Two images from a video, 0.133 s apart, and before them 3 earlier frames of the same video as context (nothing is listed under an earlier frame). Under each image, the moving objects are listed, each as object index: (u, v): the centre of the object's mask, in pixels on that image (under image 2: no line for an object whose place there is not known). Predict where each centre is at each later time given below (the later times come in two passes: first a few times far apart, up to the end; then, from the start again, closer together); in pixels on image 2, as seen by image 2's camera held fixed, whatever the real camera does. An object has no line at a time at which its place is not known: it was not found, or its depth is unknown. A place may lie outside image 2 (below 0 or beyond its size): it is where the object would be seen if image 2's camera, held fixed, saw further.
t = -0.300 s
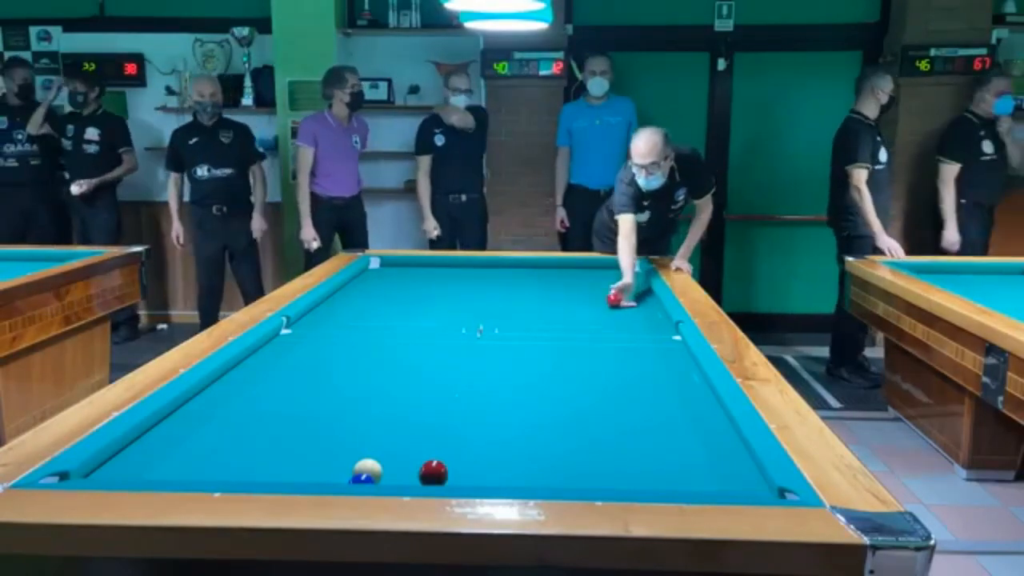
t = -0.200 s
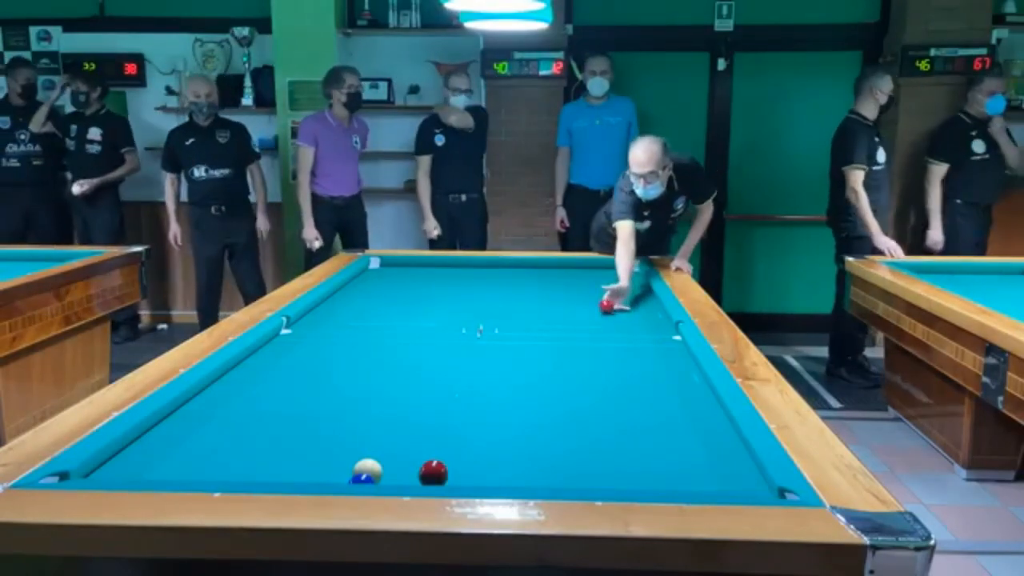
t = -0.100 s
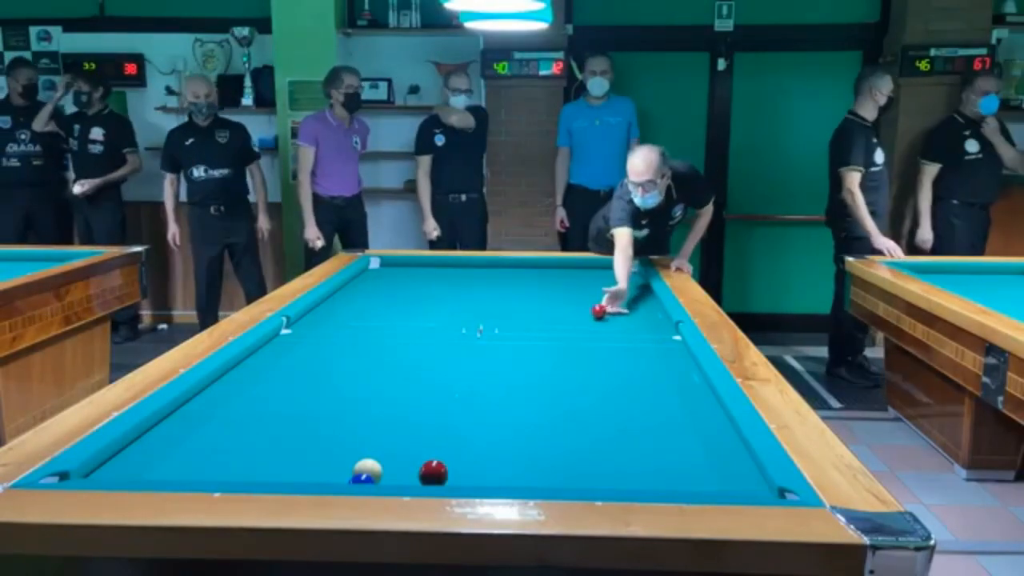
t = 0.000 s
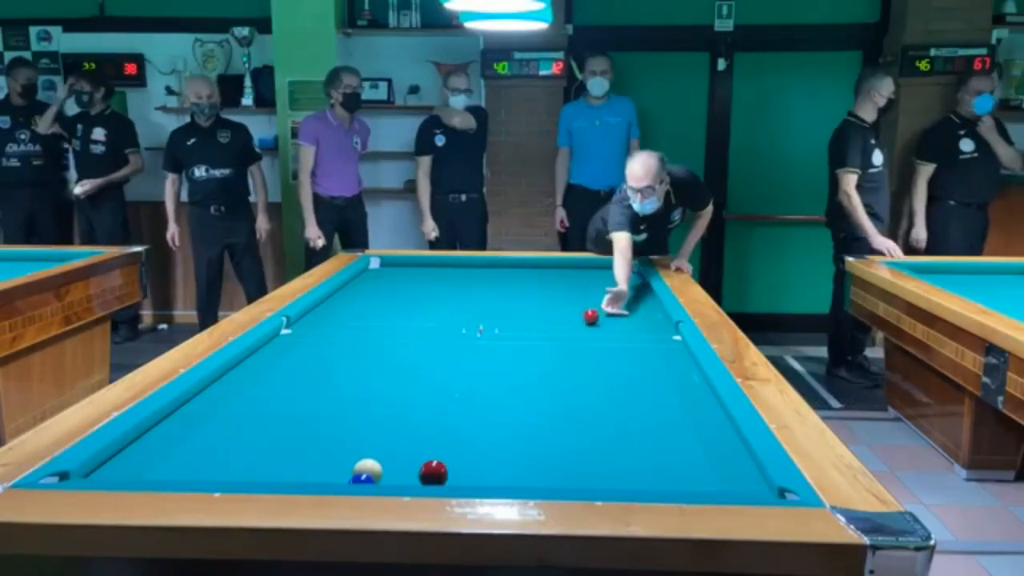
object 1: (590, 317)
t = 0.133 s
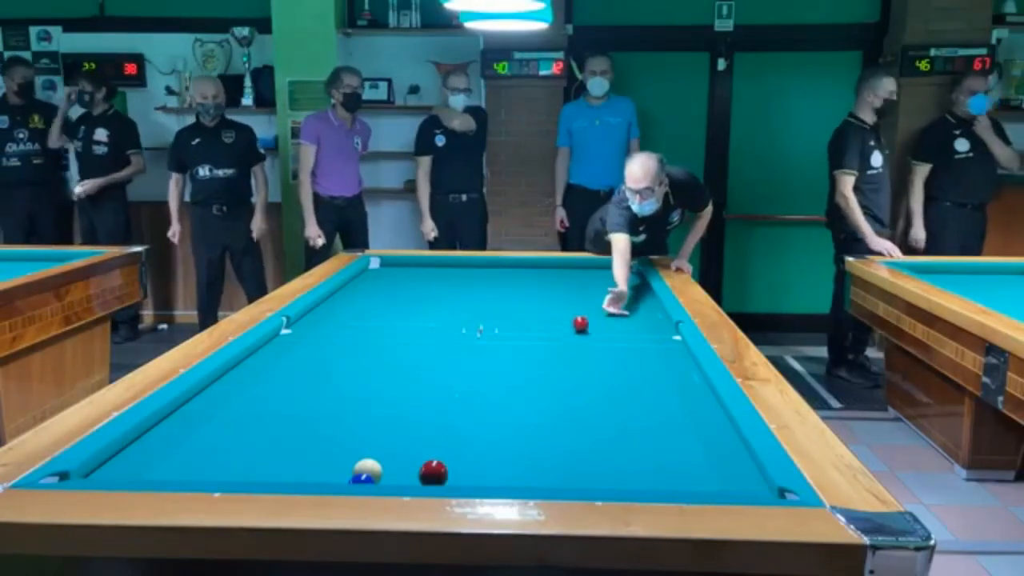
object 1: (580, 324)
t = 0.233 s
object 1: (571, 330)
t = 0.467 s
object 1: (550, 345)
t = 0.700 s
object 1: (525, 362)
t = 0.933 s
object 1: (496, 383)
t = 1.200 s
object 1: (457, 410)
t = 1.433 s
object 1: (416, 438)
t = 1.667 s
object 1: (381, 461)
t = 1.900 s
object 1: (386, 456)
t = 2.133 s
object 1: (389, 451)
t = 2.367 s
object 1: (392, 448)
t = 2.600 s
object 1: (395, 446)
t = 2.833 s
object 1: (397, 443)
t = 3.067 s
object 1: (399, 441)
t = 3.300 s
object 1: (401, 440)
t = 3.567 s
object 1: (403, 438)
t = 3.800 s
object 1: (394, 441)
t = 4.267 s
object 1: (403, 431)
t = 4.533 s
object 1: (397, 432)
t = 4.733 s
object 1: (399, 431)
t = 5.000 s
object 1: (397, 431)
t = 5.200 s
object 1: (398, 434)
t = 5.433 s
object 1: (397, 435)
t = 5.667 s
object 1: (398, 431)
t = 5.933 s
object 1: (399, 438)
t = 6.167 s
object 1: (400, 438)
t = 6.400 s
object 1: (400, 438)
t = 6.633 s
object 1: (400, 438)
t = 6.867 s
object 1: (400, 438)
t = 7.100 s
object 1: (400, 437)
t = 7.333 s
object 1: (398, 438)
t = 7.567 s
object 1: (398, 438)
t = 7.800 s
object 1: (399, 438)
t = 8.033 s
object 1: (400, 439)
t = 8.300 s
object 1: (399, 438)
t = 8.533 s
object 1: (401, 439)
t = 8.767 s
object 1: (401, 438)
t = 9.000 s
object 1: (401, 438)
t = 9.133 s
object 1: (400, 437)
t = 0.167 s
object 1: (577, 326)
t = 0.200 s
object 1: (574, 329)
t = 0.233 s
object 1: (571, 330)
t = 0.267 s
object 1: (569, 332)
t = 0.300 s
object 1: (565, 334)
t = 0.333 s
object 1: (562, 336)
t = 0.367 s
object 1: (559, 338)
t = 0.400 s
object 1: (556, 341)
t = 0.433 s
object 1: (553, 343)
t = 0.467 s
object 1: (550, 345)
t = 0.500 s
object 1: (546, 348)
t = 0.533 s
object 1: (543, 350)
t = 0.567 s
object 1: (539, 353)
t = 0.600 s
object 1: (536, 355)
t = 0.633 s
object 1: (532, 357)
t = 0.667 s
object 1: (528, 360)
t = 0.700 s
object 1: (525, 362)
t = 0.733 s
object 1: (521, 365)
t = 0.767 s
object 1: (517, 368)
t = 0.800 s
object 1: (513, 371)
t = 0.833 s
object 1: (509, 373)
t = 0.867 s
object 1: (505, 376)
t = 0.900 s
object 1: (500, 379)
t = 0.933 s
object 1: (496, 383)
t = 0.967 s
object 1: (492, 385)
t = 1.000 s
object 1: (487, 389)
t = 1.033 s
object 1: (482, 392)
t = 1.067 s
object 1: (477, 396)
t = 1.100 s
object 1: (473, 399)
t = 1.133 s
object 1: (468, 402)
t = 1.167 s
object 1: (462, 406)
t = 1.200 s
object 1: (457, 410)
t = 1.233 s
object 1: (452, 414)
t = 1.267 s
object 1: (446, 417)
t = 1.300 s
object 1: (440, 422)
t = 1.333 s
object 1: (434, 425)
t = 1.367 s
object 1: (429, 430)
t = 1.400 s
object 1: (423, 434)
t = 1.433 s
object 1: (416, 438)
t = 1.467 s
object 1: (410, 443)
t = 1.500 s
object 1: (403, 447)
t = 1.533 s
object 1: (396, 452)
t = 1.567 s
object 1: (389, 457)
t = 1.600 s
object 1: (385, 459)
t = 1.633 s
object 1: (382, 460)
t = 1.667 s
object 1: (381, 461)
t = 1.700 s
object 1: (381, 461)
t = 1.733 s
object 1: (383, 459)
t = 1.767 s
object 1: (384, 458)
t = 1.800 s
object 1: (385, 457)
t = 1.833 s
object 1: (385, 456)
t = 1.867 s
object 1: (385, 456)
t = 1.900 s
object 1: (386, 456)
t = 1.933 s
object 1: (386, 455)
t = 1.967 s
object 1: (388, 454)
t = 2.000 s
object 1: (388, 454)
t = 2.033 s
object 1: (389, 453)
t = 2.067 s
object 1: (389, 453)
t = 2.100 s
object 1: (390, 452)
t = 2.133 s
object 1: (389, 451)
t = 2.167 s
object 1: (390, 451)
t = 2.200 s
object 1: (390, 450)
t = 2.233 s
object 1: (391, 450)
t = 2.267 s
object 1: (391, 450)
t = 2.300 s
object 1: (391, 449)
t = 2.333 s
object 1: (391, 449)
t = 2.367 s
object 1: (392, 448)
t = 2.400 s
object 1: (393, 448)
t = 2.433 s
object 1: (392, 447)
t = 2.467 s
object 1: (393, 447)
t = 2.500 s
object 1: (394, 447)
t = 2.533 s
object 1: (394, 446)
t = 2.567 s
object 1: (395, 446)
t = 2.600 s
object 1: (395, 446)
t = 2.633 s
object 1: (396, 445)
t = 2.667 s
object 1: (396, 445)
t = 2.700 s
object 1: (397, 445)
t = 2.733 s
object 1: (397, 444)
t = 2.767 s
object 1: (397, 444)
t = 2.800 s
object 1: (397, 443)
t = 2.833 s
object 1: (397, 443)
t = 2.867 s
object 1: (397, 442)
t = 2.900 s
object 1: (397, 442)
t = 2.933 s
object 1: (398, 442)
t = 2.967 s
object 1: (399, 442)
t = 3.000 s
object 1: (399, 442)
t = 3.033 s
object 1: (399, 441)
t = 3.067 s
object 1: (399, 441)
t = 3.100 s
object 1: (400, 441)
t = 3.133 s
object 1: (401, 441)
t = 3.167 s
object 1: (400, 440)
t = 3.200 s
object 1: (401, 440)
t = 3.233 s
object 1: (400, 440)
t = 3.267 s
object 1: (401, 440)
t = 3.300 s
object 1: (401, 440)
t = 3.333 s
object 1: (402, 439)
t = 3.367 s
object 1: (402, 439)
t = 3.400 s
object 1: (401, 439)
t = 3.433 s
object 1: (401, 439)
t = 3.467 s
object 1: (403, 439)
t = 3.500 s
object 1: (402, 438)
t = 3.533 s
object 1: (403, 438)
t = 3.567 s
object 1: (403, 438)
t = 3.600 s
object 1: (403, 438)
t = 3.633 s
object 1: (403, 437)
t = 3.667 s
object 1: (403, 438)
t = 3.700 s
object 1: (403, 438)
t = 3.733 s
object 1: (402, 436)
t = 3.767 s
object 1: (395, 438)
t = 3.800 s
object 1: (394, 441)
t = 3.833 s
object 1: (398, 444)
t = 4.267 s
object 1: (403, 431)
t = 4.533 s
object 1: (397, 432)
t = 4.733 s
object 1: (399, 431)
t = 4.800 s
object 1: (399, 431)
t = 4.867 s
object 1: (397, 431)
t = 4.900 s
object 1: (397, 430)
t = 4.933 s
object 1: (397, 431)
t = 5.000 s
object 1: (397, 431)
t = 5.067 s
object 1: (396, 431)
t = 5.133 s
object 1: (399, 433)
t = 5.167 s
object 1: (397, 430)
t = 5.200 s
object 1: (398, 434)
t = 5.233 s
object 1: (397, 431)
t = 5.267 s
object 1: (397, 431)
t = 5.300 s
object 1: (398, 434)
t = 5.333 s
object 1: (397, 431)
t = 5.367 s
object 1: (396, 432)
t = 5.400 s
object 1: (397, 432)
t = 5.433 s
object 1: (397, 435)
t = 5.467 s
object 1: (397, 432)
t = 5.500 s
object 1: (398, 435)
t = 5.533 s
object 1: (398, 431)
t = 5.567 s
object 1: (398, 431)
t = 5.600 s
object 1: (396, 432)
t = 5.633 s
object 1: (397, 432)
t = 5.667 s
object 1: (398, 431)
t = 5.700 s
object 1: (399, 432)
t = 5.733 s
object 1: (398, 433)
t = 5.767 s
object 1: (398, 435)
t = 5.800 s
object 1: (398, 437)
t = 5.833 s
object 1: (397, 437)
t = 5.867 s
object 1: (398, 438)
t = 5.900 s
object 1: (400, 437)
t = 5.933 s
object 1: (399, 438)
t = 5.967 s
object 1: (397, 437)
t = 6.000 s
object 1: (398, 438)
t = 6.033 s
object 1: (398, 437)
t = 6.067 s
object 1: (400, 438)
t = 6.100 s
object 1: (399, 438)
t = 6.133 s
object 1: (398, 437)
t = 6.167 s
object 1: (400, 438)
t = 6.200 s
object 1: (400, 438)
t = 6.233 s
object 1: (398, 437)
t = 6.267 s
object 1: (400, 438)
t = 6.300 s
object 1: (400, 437)
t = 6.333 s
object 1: (401, 438)
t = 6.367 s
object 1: (400, 438)
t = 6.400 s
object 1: (400, 438)
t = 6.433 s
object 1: (400, 438)
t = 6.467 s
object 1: (400, 438)
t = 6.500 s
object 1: (399, 438)
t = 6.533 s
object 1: (400, 437)
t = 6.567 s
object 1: (400, 438)
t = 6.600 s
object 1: (400, 438)
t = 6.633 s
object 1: (400, 438)
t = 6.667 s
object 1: (400, 437)
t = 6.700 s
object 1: (400, 438)
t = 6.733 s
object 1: (399, 438)
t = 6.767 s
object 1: (400, 438)
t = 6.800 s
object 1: (401, 438)
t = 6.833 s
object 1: (400, 437)
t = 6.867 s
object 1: (400, 438)
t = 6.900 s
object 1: (398, 437)
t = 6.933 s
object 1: (400, 437)
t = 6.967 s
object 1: (398, 437)
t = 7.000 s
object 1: (400, 438)
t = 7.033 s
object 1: (400, 438)
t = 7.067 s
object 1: (398, 437)
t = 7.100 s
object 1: (400, 437)
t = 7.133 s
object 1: (400, 438)
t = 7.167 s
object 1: (398, 437)
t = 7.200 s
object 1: (400, 438)
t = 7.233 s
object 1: (398, 437)
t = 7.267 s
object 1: (400, 438)
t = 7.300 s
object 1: (398, 437)
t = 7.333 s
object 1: (398, 438)
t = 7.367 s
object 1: (398, 438)
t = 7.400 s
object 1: (400, 438)
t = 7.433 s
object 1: (400, 438)
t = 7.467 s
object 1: (400, 438)
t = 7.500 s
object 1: (399, 438)
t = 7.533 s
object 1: (400, 438)
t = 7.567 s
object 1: (398, 438)
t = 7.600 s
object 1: (398, 438)
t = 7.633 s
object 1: (400, 438)
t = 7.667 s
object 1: (399, 438)
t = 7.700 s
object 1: (400, 438)
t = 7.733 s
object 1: (399, 438)
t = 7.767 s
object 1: (400, 438)
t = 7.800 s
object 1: (399, 438)
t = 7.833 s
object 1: (399, 438)
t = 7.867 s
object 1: (400, 439)
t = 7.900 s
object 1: (399, 438)
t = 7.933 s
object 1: (399, 439)
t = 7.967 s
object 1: (400, 438)
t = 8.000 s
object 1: (399, 439)
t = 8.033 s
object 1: (400, 439)
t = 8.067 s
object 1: (398, 438)
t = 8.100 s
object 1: (399, 438)
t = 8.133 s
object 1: (400, 439)
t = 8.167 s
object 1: (400, 439)
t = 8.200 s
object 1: (400, 439)
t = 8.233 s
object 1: (398, 438)
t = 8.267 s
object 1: (399, 439)
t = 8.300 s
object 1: (399, 438)
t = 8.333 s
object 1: (400, 439)
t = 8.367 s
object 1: (399, 438)
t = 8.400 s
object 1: (400, 439)
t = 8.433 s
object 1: (399, 439)
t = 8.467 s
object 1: (400, 439)
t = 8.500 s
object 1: (400, 438)
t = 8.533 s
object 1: (401, 439)
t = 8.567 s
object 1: (399, 438)
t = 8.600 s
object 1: (399, 438)
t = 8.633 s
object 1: (400, 439)
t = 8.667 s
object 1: (400, 438)
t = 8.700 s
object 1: (400, 438)
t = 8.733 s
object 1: (401, 438)
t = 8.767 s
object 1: (401, 438)
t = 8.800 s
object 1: (401, 439)
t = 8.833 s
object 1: (401, 438)
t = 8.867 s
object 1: (401, 438)
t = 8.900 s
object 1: (401, 438)
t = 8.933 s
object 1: (402, 438)
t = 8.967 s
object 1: (401, 438)
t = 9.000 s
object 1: (401, 438)
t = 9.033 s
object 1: (401, 438)
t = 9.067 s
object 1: (401, 438)
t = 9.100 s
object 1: (401, 438)
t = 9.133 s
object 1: (400, 437)
